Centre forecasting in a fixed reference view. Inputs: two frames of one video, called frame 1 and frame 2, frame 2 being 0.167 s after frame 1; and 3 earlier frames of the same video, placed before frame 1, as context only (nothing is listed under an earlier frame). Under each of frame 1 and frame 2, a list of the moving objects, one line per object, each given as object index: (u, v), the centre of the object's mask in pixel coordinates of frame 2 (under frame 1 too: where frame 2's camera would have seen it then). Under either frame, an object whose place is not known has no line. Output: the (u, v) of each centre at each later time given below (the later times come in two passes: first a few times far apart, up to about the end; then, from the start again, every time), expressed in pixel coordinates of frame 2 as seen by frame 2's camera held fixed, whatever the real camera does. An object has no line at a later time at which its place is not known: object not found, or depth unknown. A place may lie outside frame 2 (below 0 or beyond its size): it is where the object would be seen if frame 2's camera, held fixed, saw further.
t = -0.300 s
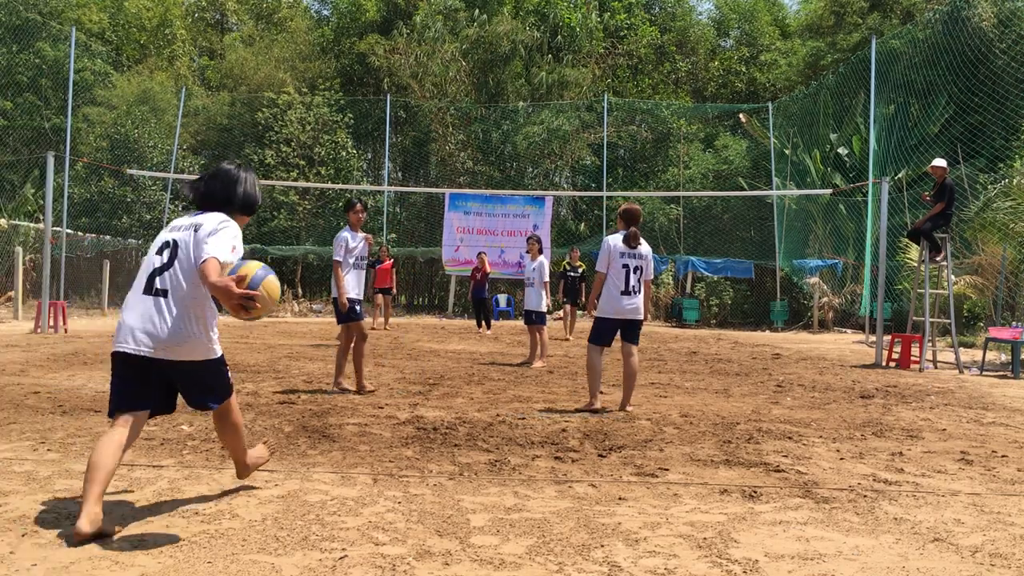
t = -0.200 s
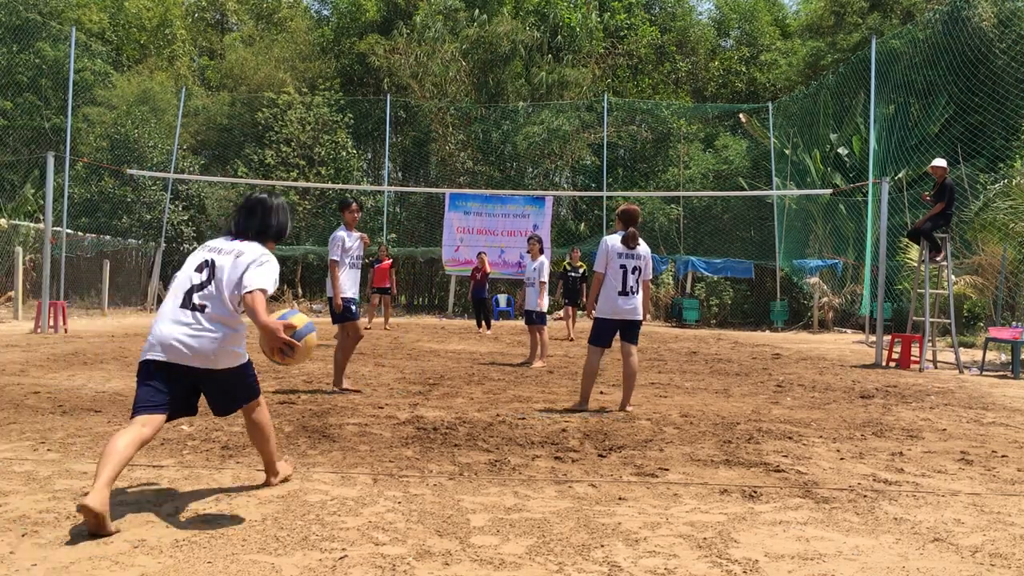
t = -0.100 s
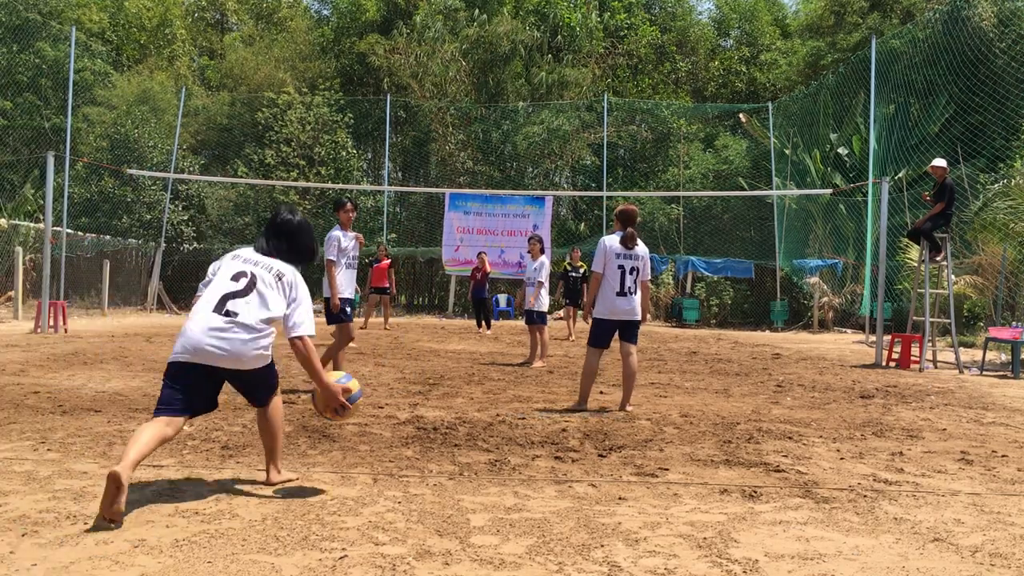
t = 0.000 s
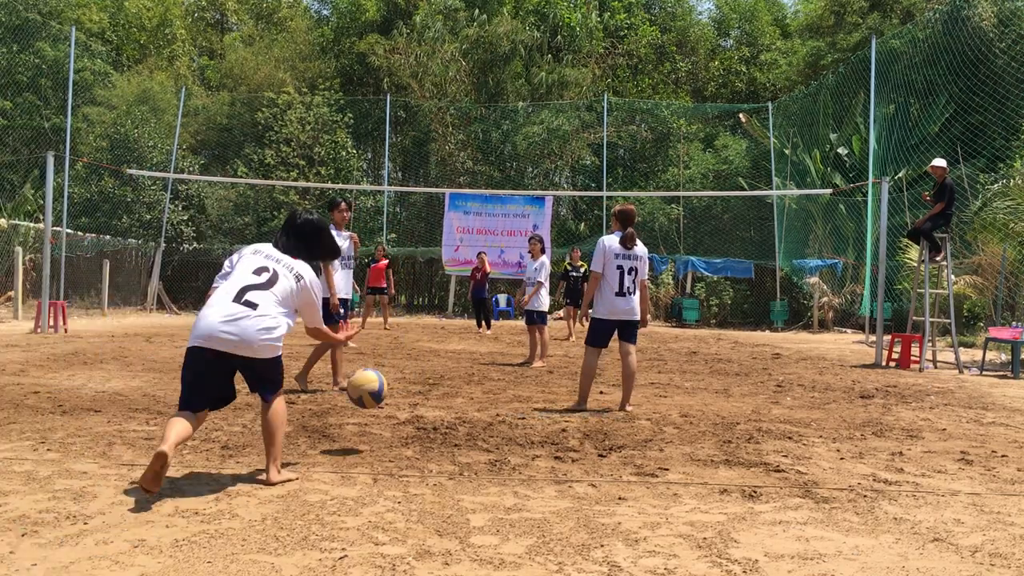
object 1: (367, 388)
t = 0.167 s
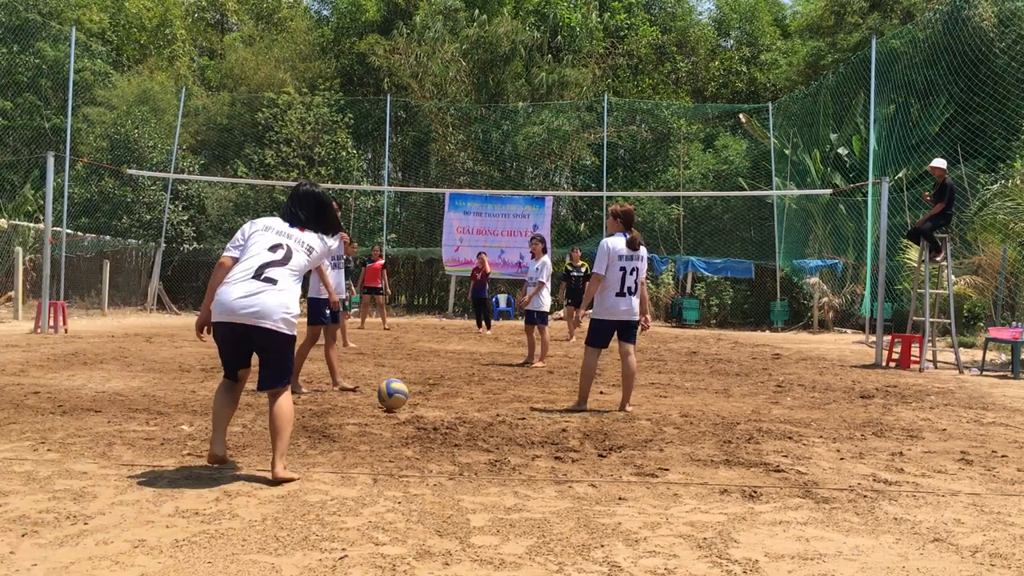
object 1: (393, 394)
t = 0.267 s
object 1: (407, 375)
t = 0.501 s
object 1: (432, 371)
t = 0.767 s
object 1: (462, 352)
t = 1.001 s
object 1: (483, 344)
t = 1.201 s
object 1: (499, 348)
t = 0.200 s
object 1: (397, 390)
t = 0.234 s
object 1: (402, 382)
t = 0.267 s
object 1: (407, 375)
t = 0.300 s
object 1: (411, 371)
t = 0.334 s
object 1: (415, 368)
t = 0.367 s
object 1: (419, 368)
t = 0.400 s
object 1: (422, 369)
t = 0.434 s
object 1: (425, 370)
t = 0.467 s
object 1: (428, 374)
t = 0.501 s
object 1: (432, 371)
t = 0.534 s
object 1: (437, 364)
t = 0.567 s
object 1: (441, 358)
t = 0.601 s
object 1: (445, 354)
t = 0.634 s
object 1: (449, 351)
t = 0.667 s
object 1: (452, 349)
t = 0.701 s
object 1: (456, 349)
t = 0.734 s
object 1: (459, 350)
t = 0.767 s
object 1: (462, 352)
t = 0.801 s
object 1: (465, 355)
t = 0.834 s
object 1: (468, 359)
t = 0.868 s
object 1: (471, 356)
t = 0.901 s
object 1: (474, 351)
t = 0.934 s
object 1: (478, 348)
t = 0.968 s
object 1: (481, 345)
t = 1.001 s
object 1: (483, 344)
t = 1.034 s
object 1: (487, 344)
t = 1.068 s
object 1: (489, 345)
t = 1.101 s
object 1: (492, 346)
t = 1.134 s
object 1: (494, 348)
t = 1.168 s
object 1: (496, 352)
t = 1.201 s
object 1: (499, 348)
